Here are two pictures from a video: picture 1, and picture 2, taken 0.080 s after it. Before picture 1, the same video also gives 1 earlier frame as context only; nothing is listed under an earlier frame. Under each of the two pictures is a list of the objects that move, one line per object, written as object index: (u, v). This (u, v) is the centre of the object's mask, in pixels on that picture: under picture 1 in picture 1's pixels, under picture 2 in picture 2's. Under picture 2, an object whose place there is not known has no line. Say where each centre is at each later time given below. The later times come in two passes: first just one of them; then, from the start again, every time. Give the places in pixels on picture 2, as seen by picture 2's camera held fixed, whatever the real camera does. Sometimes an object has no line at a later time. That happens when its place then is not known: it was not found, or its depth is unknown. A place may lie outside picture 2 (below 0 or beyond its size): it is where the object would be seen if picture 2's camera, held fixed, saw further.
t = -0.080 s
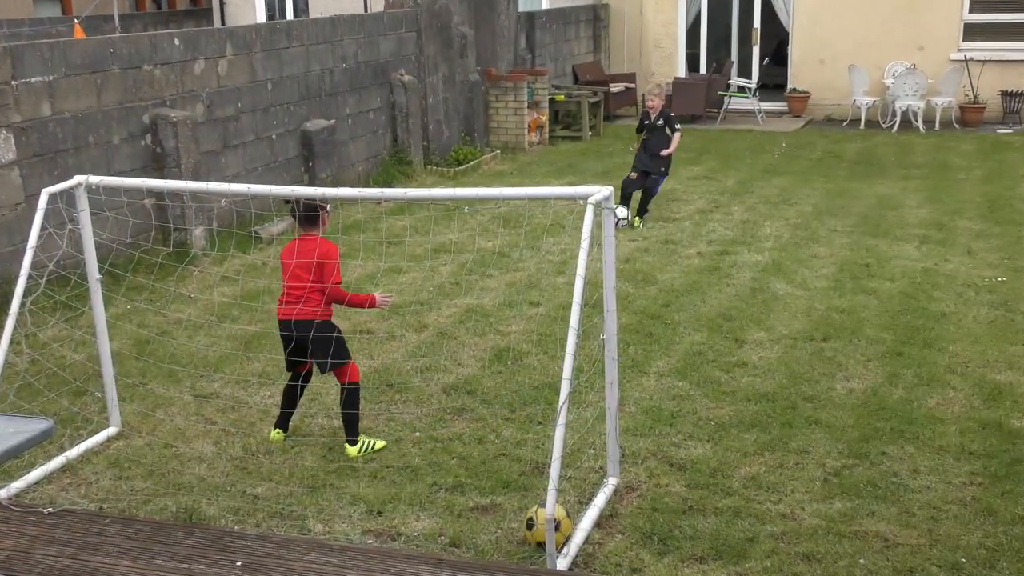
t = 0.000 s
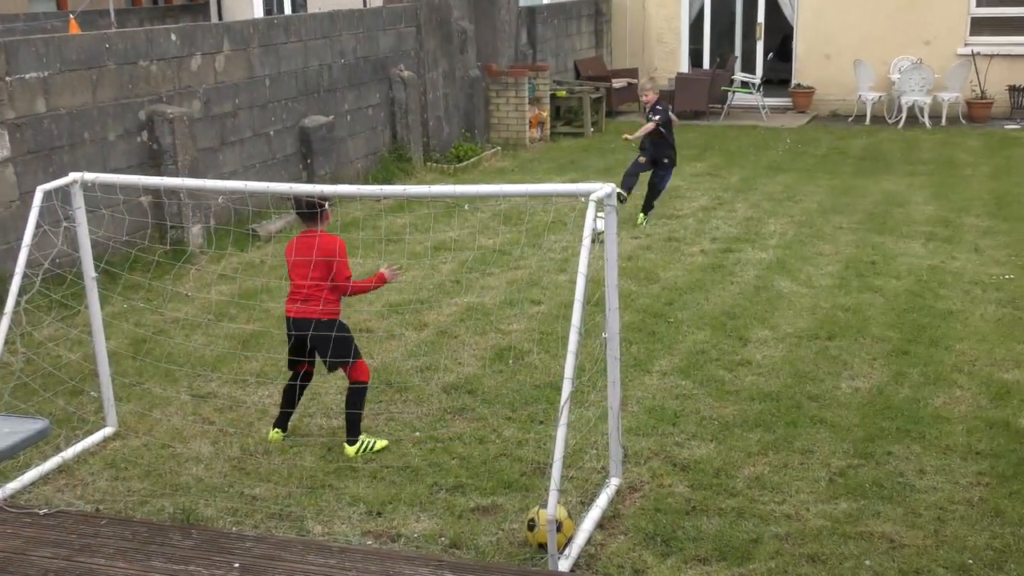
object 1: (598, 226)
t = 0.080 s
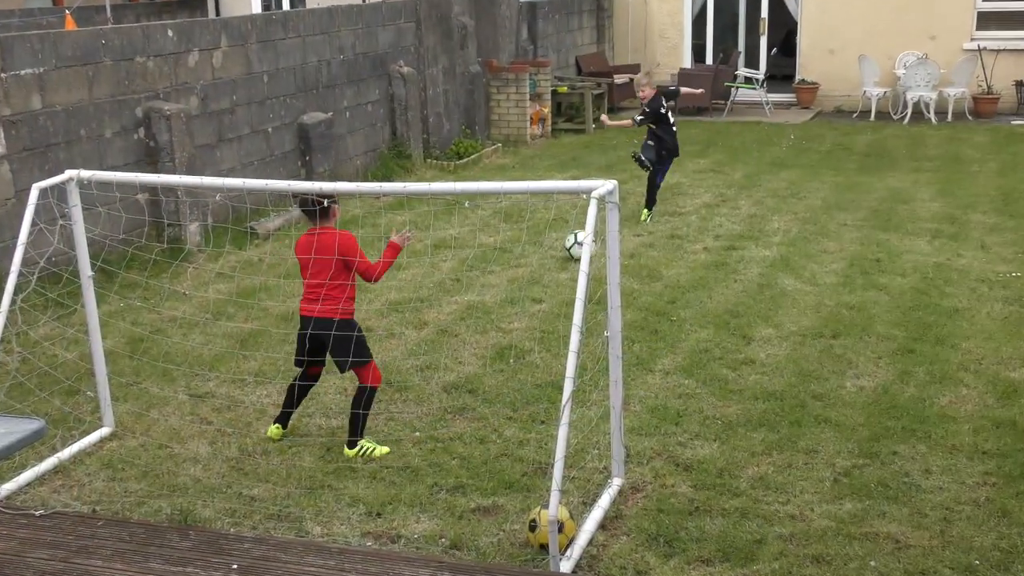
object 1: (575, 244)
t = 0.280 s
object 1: (511, 313)
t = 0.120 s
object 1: (566, 259)
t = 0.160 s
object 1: (555, 270)
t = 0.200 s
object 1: (541, 280)
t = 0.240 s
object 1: (527, 294)
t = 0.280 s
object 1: (511, 313)
